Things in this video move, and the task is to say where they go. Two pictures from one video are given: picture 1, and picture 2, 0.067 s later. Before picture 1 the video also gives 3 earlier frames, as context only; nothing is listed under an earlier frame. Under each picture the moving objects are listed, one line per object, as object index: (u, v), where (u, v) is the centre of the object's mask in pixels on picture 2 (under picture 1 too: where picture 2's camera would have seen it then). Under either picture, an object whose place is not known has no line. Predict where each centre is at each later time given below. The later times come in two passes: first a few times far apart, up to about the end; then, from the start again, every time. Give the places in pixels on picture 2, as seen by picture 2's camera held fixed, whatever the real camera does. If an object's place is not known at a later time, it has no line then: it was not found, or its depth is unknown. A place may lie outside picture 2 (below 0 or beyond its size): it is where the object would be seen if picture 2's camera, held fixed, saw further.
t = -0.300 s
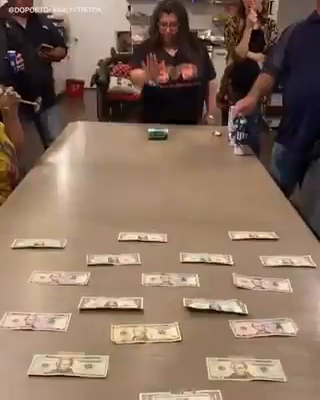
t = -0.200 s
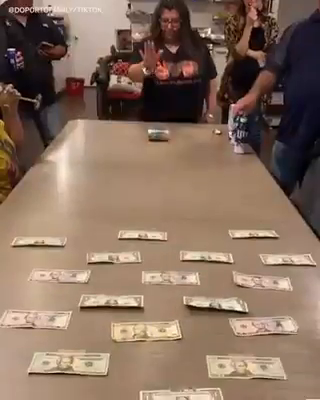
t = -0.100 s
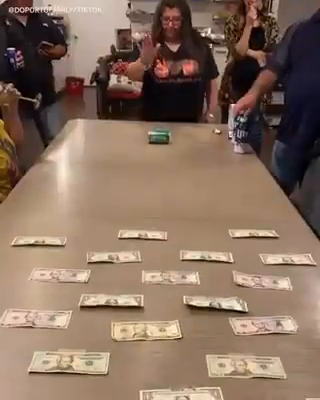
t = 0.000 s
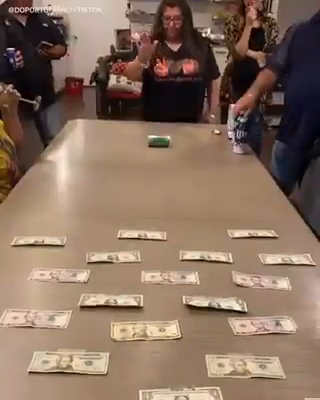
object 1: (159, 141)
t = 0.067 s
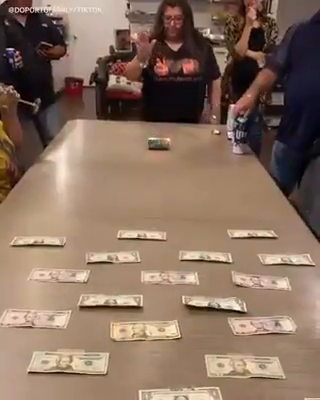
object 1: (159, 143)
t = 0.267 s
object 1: (160, 149)
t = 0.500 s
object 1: (161, 157)
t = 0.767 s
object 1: (162, 166)
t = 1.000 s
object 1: (163, 174)
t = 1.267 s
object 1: (164, 183)
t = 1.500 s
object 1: (166, 192)
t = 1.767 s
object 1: (168, 202)
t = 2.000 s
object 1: (169, 210)
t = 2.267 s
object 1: (172, 221)
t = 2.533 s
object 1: (174, 231)
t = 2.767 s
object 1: (174, 240)
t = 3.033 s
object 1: (175, 249)
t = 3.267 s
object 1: (178, 258)
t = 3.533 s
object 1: (180, 267)
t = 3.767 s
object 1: (183, 274)
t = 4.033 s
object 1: (183, 281)
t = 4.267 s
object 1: (184, 286)
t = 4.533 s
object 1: (184, 291)
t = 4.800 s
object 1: (185, 296)
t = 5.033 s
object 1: (186, 298)
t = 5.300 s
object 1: (186, 299)
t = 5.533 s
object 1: (186, 300)
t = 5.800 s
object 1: (186, 301)
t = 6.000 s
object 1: (186, 302)
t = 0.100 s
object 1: (159, 144)
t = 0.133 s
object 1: (158, 145)
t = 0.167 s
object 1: (159, 146)
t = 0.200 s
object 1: (159, 147)
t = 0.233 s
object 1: (159, 148)
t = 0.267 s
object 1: (160, 149)
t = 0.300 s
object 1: (160, 151)
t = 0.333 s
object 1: (159, 152)
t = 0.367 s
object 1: (160, 153)
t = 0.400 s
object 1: (160, 153)
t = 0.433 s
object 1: (160, 155)
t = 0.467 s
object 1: (161, 156)
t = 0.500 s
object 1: (161, 157)
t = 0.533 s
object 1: (161, 158)
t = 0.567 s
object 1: (161, 159)
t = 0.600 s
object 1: (161, 160)
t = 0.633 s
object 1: (161, 161)
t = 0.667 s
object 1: (161, 163)
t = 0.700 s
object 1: (161, 163)
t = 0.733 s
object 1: (161, 165)
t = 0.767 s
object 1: (162, 166)
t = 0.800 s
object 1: (162, 167)
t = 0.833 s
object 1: (162, 168)
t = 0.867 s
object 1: (163, 169)
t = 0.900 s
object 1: (163, 170)
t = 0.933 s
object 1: (162, 171)
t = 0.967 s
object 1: (163, 173)
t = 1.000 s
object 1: (163, 174)
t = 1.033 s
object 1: (163, 175)
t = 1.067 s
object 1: (163, 177)
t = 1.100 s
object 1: (164, 178)
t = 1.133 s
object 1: (164, 179)
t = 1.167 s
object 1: (164, 180)
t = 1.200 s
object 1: (164, 181)
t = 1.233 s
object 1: (164, 182)
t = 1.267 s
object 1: (164, 183)
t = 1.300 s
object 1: (165, 184)
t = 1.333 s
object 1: (165, 186)
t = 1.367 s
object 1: (165, 187)
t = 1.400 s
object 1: (165, 188)
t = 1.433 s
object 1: (166, 190)
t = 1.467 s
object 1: (166, 190)
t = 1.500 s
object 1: (166, 192)
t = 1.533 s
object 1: (166, 194)
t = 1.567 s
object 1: (166, 195)
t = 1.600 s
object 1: (167, 196)
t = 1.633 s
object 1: (167, 197)
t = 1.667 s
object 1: (168, 198)
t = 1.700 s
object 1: (168, 200)
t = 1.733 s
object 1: (168, 201)
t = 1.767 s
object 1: (168, 202)
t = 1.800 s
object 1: (168, 203)
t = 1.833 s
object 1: (168, 204)
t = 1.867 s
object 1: (169, 205)
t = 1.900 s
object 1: (169, 207)
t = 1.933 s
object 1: (169, 208)
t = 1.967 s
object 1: (169, 209)
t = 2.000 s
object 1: (169, 210)
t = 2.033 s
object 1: (170, 212)
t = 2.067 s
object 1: (170, 213)
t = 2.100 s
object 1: (169, 215)
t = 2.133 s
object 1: (171, 216)
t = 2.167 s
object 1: (171, 217)
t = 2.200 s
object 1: (171, 218)
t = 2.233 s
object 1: (172, 219)
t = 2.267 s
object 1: (172, 221)
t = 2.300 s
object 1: (171, 222)
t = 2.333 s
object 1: (172, 222)
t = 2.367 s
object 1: (172, 224)
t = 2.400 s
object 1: (173, 226)
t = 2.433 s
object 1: (173, 227)
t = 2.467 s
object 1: (173, 228)
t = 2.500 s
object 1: (173, 230)
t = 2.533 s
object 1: (174, 231)
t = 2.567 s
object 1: (174, 232)
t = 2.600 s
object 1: (174, 234)
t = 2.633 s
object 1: (174, 234)
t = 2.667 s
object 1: (174, 236)
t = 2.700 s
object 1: (174, 237)
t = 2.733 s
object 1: (174, 239)
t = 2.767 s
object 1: (174, 240)
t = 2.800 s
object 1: (175, 241)
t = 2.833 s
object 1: (175, 242)
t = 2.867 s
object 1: (175, 243)
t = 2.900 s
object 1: (176, 245)
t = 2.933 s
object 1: (175, 246)
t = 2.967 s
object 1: (175, 247)
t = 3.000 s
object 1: (175, 248)
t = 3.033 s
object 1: (175, 249)
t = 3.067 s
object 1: (176, 251)
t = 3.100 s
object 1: (176, 252)
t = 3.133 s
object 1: (177, 253)
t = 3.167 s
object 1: (177, 254)
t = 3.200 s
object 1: (177, 256)
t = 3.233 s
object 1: (177, 257)
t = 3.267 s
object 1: (178, 258)
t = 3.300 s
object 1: (178, 258)
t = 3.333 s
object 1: (178, 259)
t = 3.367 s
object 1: (178, 261)
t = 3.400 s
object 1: (178, 261)
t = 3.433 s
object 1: (178, 262)
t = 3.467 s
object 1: (178, 263)
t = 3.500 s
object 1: (179, 264)
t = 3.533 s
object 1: (180, 267)
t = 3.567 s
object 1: (181, 268)
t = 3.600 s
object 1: (181, 269)
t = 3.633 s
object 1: (181, 270)
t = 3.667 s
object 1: (181, 271)
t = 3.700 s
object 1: (181, 272)
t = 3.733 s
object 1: (182, 273)
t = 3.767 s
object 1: (183, 274)
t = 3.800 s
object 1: (183, 275)
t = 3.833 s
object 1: (182, 275)
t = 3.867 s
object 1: (185, 277)
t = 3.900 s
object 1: (183, 277)
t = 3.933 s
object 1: (183, 278)
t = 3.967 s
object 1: (183, 279)
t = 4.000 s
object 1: (183, 279)
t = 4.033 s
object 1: (183, 281)
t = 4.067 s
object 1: (183, 282)
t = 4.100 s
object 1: (183, 283)
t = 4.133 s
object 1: (184, 283)
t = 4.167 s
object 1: (184, 284)
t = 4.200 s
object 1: (184, 286)
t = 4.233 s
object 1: (183, 286)
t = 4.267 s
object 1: (184, 286)
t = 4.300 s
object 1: (183, 287)
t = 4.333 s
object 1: (184, 287)
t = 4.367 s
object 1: (184, 287)
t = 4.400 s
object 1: (183, 288)
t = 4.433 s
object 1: (183, 288)
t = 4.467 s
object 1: (184, 290)
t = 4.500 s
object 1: (184, 291)
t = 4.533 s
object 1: (184, 291)
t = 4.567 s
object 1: (185, 292)
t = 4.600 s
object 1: (184, 292)
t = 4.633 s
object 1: (185, 293)
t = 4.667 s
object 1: (185, 294)
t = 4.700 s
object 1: (185, 294)
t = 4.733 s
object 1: (185, 294)
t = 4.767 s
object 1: (185, 295)
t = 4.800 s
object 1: (185, 296)
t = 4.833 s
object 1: (186, 296)
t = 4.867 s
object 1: (186, 297)
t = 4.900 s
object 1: (186, 297)
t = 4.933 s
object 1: (186, 298)
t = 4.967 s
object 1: (186, 298)
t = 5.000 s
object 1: (186, 298)
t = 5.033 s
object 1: (186, 298)
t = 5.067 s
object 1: (186, 298)
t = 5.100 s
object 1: (186, 298)
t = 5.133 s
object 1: (186, 299)
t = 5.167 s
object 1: (186, 299)
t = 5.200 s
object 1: (186, 299)
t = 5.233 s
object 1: (186, 299)
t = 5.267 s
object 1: (186, 299)
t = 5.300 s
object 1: (186, 299)
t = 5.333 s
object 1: (186, 300)
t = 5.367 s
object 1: (186, 300)
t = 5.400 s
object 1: (186, 300)
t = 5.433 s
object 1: (186, 300)
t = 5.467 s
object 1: (186, 300)
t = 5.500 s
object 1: (186, 300)
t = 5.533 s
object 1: (186, 300)
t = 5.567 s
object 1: (186, 301)
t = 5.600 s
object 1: (186, 301)
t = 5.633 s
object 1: (186, 301)
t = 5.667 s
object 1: (186, 301)
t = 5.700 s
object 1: (186, 301)
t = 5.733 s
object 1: (186, 301)
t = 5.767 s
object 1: (186, 301)
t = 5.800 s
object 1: (186, 301)
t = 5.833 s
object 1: (186, 302)
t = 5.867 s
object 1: (186, 302)
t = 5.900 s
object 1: (186, 302)
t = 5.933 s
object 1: (186, 302)
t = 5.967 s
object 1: (186, 302)
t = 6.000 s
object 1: (186, 302)
